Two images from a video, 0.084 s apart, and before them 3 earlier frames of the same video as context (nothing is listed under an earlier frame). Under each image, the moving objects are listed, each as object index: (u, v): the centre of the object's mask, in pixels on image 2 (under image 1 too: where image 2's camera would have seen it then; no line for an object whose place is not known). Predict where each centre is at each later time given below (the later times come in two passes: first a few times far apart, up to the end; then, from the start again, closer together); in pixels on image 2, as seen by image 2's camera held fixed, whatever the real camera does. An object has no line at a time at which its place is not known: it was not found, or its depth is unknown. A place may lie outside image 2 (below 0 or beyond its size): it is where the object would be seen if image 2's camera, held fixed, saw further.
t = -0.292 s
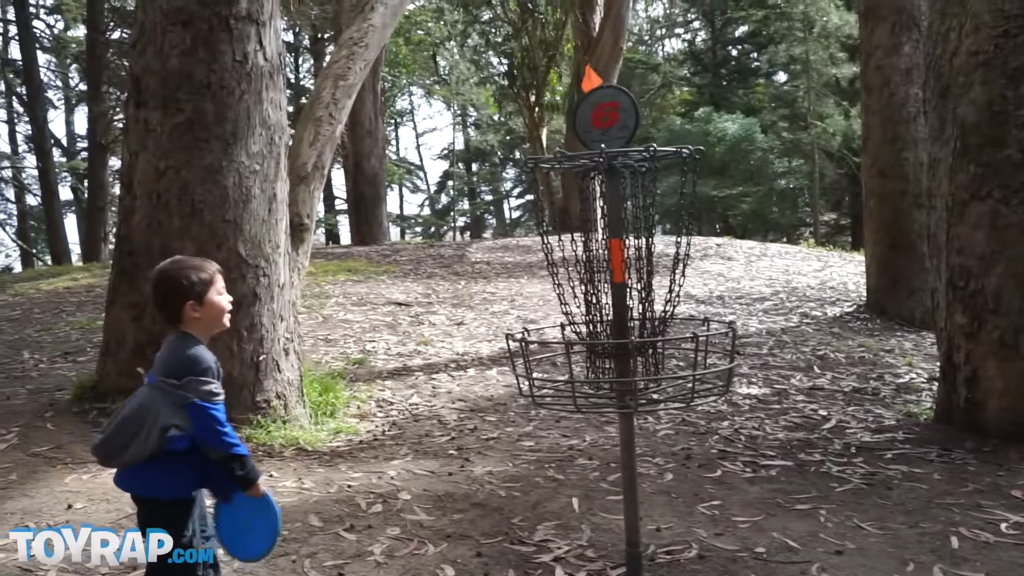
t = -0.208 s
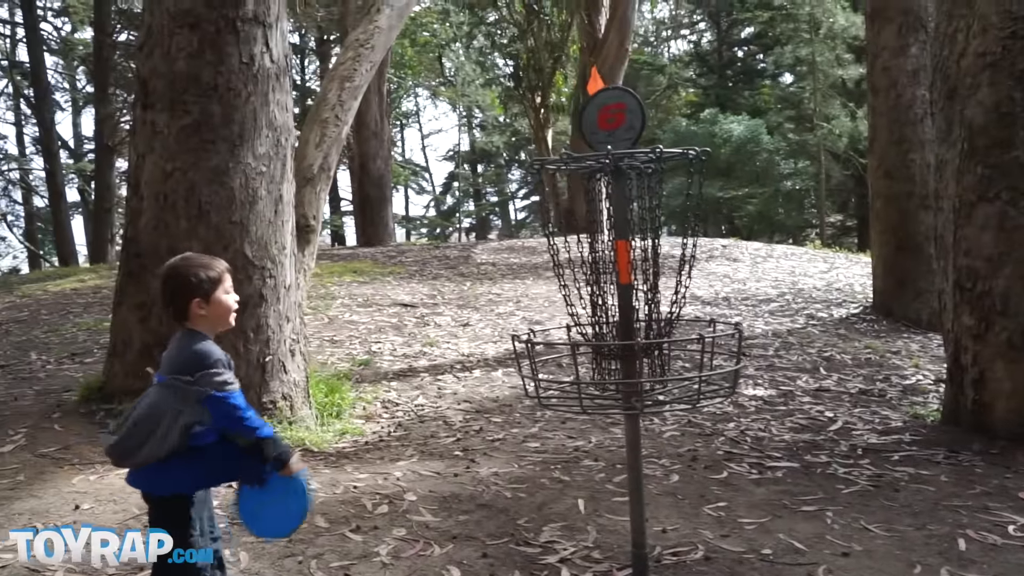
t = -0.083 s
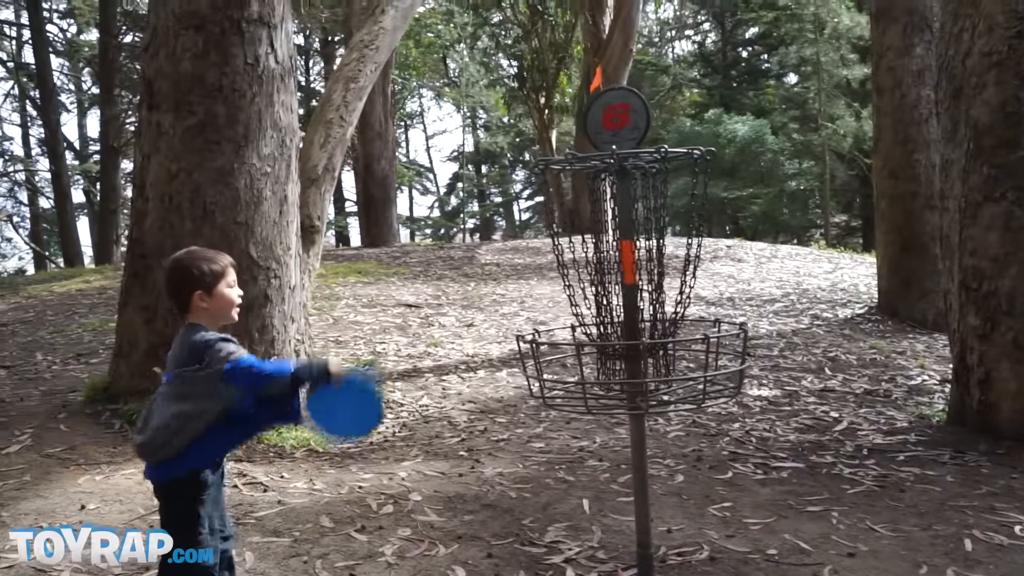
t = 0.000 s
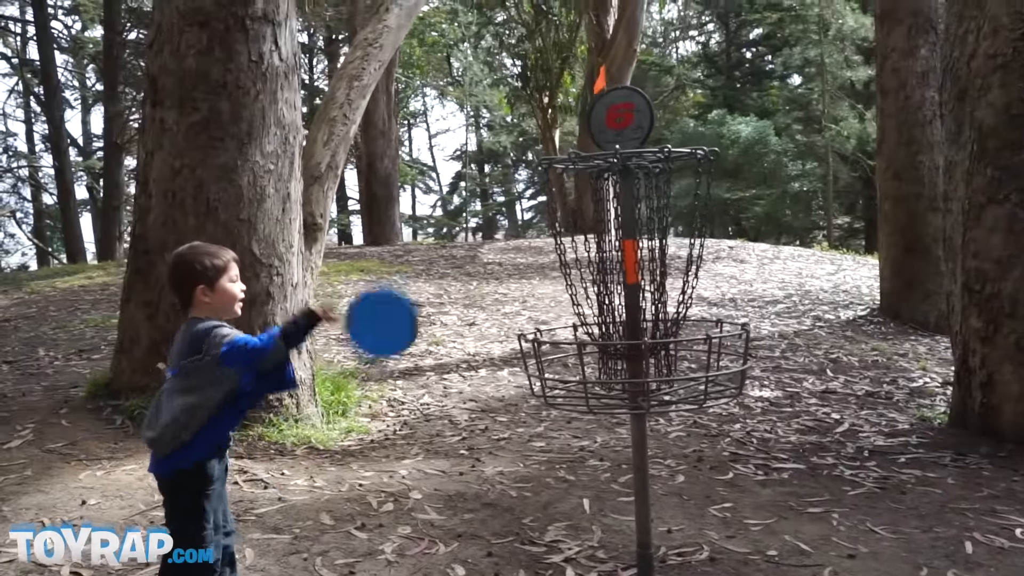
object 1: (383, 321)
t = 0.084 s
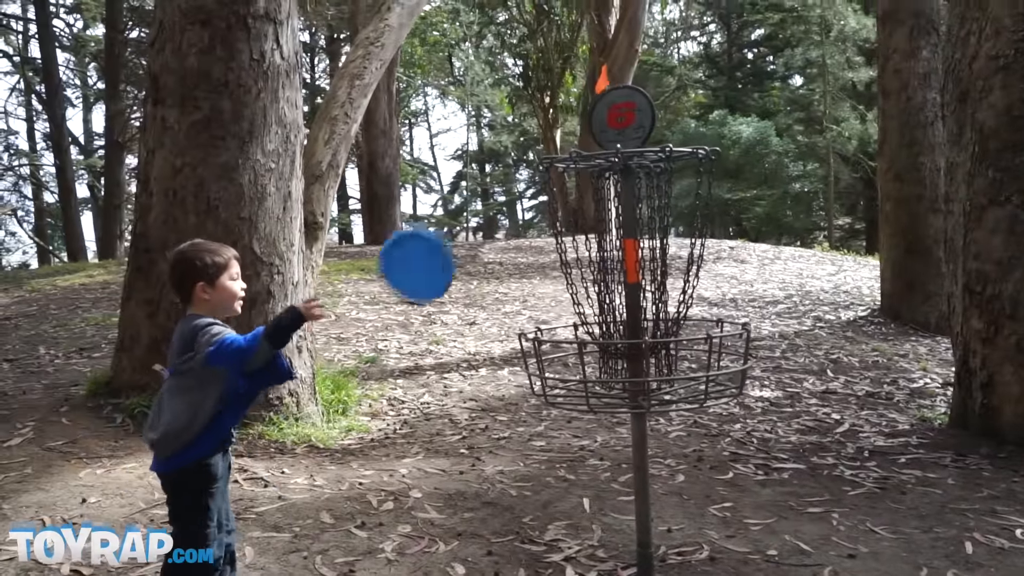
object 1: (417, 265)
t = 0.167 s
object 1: (453, 233)
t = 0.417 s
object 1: (556, 287)
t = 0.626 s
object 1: (578, 374)
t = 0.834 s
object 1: (575, 384)
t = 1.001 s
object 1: (577, 391)
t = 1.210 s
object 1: (578, 393)
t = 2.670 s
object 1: (578, 393)
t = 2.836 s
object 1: (579, 394)
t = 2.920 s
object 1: (579, 394)
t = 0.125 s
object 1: (435, 246)
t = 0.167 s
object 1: (453, 233)
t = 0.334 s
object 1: (521, 245)
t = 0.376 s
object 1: (537, 262)
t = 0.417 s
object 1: (556, 287)
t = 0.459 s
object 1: (571, 312)
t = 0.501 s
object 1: (582, 345)
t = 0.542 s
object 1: (578, 368)
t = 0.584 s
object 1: (577, 374)
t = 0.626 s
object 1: (578, 374)
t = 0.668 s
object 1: (578, 374)
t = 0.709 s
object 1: (577, 375)
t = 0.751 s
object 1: (575, 379)
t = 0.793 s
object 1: (575, 379)
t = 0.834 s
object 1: (575, 384)
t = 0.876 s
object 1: (576, 391)
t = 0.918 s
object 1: (577, 394)
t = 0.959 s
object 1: (577, 392)
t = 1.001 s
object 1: (577, 391)
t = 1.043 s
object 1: (576, 392)
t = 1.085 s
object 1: (577, 393)
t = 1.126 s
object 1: (578, 393)
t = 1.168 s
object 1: (578, 393)
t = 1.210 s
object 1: (578, 393)
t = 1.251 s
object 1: (578, 393)
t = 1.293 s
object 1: (578, 393)
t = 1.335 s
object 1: (578, 393)
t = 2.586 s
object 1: (579, 392)
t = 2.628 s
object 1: (579, 393)
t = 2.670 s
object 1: (578, 393)
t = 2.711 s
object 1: (578, 393)
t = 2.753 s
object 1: (578, 393)
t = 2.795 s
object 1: (579, 394)
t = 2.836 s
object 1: (579, 394)
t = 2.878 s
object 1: (579, 394)
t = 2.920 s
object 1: (579, 394)
